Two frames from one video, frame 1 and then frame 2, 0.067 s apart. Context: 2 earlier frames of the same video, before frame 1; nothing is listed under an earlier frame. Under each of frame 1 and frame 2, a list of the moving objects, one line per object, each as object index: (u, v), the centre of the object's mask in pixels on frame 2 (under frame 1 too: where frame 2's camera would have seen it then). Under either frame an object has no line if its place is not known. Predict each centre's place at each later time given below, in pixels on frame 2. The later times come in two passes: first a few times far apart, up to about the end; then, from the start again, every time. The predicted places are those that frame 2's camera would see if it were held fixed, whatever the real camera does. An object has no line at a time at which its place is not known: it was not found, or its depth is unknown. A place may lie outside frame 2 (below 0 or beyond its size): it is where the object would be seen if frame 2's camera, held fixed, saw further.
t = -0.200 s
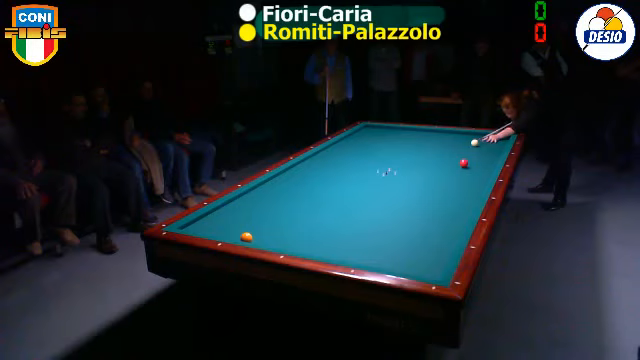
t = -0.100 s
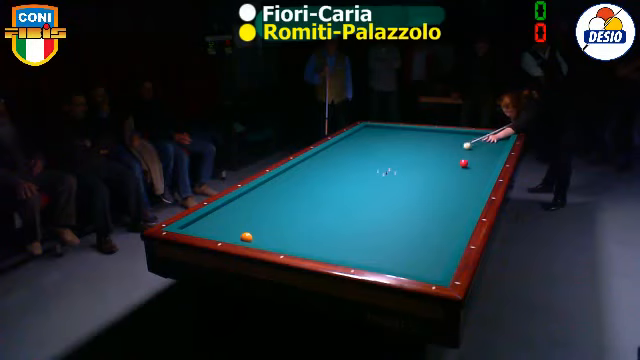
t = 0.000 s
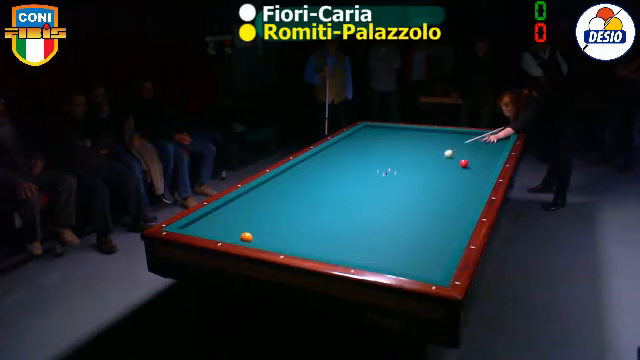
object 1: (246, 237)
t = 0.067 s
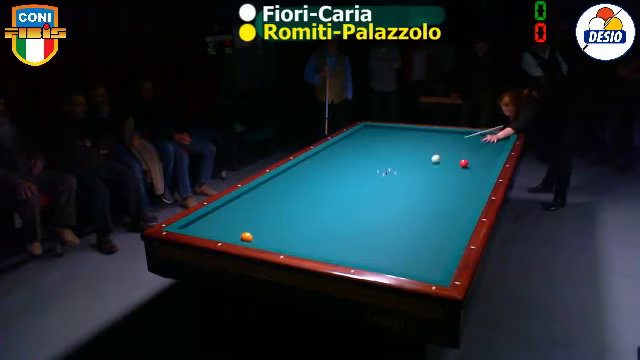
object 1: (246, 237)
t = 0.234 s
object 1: (246, 237)
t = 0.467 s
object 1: (246, 237)
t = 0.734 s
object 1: (246, 237)
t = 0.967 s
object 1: (280, 219)
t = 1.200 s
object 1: (309, 202)
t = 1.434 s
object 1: (333, 188)
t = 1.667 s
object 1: (354, 176)
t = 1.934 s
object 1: (374, 164)
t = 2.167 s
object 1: (389, 154)
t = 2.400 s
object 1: (403, 147)
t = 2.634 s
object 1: (415, 139)
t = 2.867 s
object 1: (426, 132)
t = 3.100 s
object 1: (429, 132)
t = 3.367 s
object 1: (424, 136)
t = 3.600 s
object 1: (420, 140)
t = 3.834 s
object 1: (417, 144)
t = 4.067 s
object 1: (412, 148)
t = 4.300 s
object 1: (408, 153)
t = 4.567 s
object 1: (403, 158)
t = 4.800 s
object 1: (398, 163)
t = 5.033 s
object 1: (392, 168)
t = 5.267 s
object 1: (387, 173)
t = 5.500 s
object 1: (382, 178)
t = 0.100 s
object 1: (246, 237)
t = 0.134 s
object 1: (246, 237)
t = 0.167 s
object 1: (246, 237)
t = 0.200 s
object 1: (246, 237)
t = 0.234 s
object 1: (246, 237)
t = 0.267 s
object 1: (246, 237)
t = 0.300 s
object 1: (246, 237)
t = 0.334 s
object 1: (246, 237)
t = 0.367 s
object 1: (246, 237)
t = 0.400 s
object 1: (246, 237)
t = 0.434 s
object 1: (246, 237)
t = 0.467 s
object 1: (246, 237)
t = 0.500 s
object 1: (246, 237)
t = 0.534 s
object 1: (246, 237)
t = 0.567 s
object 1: (247, 237)
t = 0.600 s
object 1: (246, 237)
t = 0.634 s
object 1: (246, 237)
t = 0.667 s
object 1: (246, 237)
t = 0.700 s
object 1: (246, 237)
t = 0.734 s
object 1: (246, 237)
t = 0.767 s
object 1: (245, 237)
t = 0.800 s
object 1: (252, 235)
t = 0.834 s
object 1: (258, 232)
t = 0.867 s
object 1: (264, 229)
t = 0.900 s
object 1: (269, 225)
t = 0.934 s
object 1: (274, 222)
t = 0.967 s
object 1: (280, 219)
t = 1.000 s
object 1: (284, 216)
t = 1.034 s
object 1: (289, 214)
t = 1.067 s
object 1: (293, 211)
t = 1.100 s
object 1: (297, 209)
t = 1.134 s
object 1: (301, 207)
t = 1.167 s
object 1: (304, 204)
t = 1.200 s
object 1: (309, 202)
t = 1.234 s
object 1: (312, 200)
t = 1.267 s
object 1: (316, 198)
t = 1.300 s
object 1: (319, 196)
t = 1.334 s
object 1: (323, 194)
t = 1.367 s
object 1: (326, 192)
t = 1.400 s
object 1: (330, 190)
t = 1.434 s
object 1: (333, 188)
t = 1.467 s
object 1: (336, 186)
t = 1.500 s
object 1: (339, 184)
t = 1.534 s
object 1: (342, 182)
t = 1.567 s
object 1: (345, 181)
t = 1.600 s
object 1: (348, 179)
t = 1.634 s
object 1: (351, 177)
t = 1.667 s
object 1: (354, 176)
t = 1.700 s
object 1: (356, 174)
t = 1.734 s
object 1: (359, 172)
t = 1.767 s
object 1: (362, 171)
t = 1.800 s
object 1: (364, 170)
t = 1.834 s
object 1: (367, 168)
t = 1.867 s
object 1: (369, 166)
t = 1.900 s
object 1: (372, 165)
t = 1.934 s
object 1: (374, 164)
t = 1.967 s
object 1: (376, 162)
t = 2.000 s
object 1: (379, 161)
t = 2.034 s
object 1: (381, 160)
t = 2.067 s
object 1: (383, 158)
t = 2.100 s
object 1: (385, 157)
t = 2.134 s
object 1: (388, 156)
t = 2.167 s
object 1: (389, 154)
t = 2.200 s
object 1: (391, 153)
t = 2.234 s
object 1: (394, 152)
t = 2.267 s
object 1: (395, 151)
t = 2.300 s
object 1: (398, 150)
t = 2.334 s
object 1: (399, 149)
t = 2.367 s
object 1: (401, 148)
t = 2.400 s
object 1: (403, 147)
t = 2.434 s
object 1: (405, 146)
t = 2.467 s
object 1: (407, 145)
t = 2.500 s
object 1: (409, 143)
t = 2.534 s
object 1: (410, 142)
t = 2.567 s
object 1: (412, 141)
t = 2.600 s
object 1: (413, 140)
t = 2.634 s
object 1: (415, 139)
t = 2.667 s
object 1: (417, 138)
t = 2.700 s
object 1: (418, 137)
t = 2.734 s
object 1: (420, 136)
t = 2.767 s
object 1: (421, 135)
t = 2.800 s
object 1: (423, 135)
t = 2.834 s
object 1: (425, 133)
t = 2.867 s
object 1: (426, 132)
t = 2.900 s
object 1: (427, 132)
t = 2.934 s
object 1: (428, 131)
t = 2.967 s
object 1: (430, 130)
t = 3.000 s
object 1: (430, 130)
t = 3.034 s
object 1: (430, 131)
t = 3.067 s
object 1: (429, 132)
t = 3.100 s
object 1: (429, 132)
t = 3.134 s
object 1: (428, 133)
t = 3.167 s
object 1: (427, 133)
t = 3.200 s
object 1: (427, 133)
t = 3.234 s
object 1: (426, 134)
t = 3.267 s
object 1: (426, 134)
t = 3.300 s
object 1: (425, 135)
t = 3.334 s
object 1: (425, 135)
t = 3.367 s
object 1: (424, 136)
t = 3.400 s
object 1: (424, 136)
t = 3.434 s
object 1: (423, 137)
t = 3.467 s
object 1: (423, 138)
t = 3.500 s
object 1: (422, 138)
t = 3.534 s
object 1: (422, 139)
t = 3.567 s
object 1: (421, 139)
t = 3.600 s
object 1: (420, 140)
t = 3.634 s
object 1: (420, 140)
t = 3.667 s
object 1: (420, 141)
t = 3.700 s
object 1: (419, 142)
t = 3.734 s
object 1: (419, 142)
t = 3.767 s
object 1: (418, 143)
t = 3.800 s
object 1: (417, 143)
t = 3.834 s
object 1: (417, 144)
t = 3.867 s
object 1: (416, 144)
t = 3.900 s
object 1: (416, 145)
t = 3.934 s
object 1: (415, 146)
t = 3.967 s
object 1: (414, 146)
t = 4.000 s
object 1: (414, 147)
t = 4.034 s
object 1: (413, 148)
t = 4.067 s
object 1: (412, 148)
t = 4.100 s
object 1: (412, 149)
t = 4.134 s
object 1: (411, 149)
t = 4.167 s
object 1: (411, 150)
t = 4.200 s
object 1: (410, 151)
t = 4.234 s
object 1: (409, 151)
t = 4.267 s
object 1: (409, 152)
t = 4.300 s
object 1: (408, 153)
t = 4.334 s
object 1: (407, 153)
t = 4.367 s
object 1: (407, 154)
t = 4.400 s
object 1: (406, 155)
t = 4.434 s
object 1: (406, 155)
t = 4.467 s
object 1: (405, 156)
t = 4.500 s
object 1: (404, 157)
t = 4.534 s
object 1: (404, 157)
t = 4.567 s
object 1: (403, 158)
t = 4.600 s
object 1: (402, 159)
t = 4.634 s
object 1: (402, 159)
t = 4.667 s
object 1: (401, 160)
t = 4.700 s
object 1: (400, 161)
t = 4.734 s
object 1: (399, 162)
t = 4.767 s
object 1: (399, 162)
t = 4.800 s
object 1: (398, 163)
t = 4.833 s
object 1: (398, 163)
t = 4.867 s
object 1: (396, 164)
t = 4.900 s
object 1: (396, 165)
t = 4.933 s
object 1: (395, 165)
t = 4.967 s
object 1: (394, 166)
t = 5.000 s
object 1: (394, 167)
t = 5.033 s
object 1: (392, 168)
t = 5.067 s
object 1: (392, 168)
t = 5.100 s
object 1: (391, 169)
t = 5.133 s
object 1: (390, 170)
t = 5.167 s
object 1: (389, 171)
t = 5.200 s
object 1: (389, 171)
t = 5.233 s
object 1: (388, 172)
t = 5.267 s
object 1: (387, 173)
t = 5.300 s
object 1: (387, 173)
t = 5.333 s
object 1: (386, 174)
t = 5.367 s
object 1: (385, 175)
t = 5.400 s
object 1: (385, 176)
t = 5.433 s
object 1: (384, 177)
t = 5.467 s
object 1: (383, 177)
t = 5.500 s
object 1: (382, 178)
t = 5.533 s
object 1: (381, 179)
